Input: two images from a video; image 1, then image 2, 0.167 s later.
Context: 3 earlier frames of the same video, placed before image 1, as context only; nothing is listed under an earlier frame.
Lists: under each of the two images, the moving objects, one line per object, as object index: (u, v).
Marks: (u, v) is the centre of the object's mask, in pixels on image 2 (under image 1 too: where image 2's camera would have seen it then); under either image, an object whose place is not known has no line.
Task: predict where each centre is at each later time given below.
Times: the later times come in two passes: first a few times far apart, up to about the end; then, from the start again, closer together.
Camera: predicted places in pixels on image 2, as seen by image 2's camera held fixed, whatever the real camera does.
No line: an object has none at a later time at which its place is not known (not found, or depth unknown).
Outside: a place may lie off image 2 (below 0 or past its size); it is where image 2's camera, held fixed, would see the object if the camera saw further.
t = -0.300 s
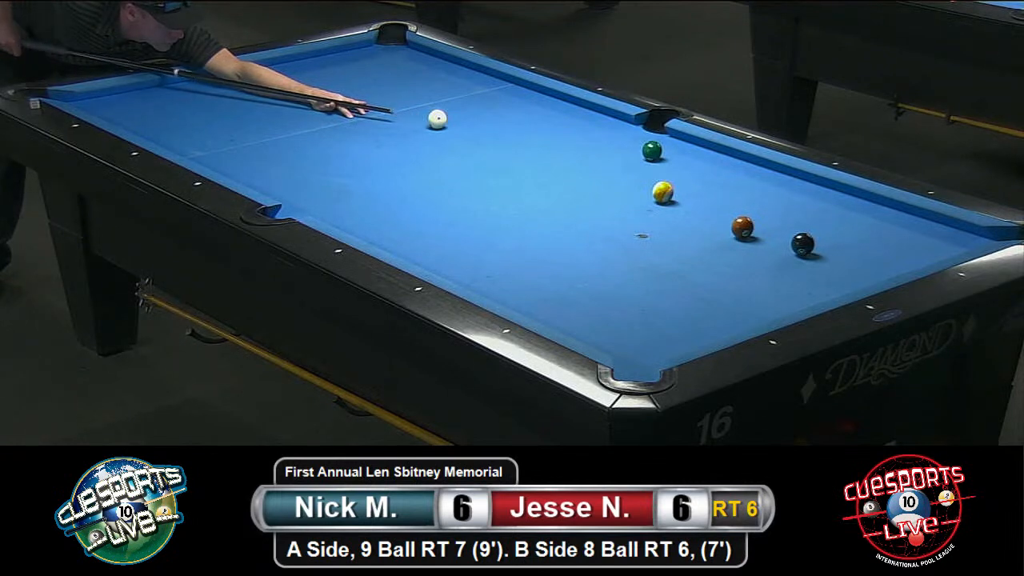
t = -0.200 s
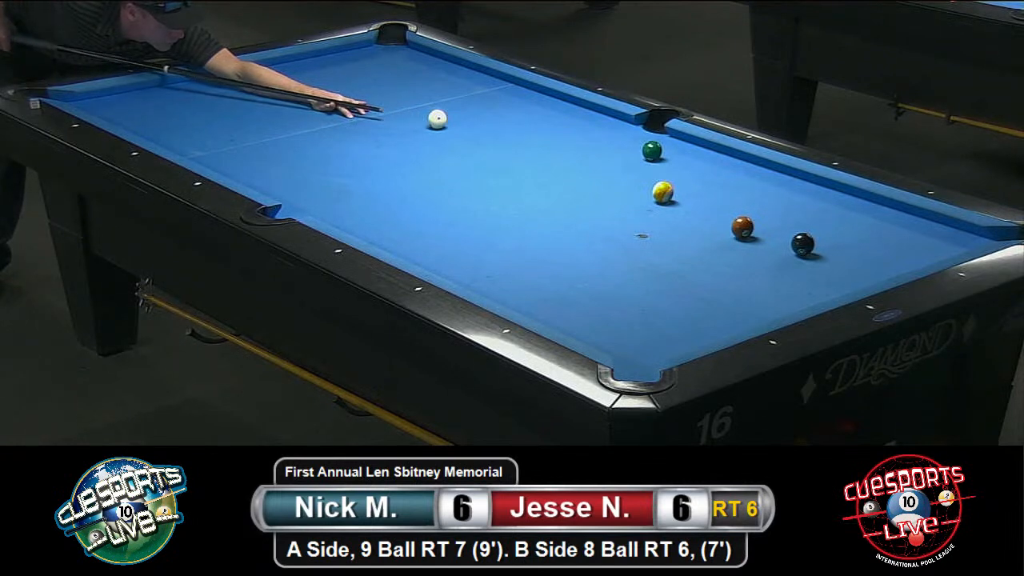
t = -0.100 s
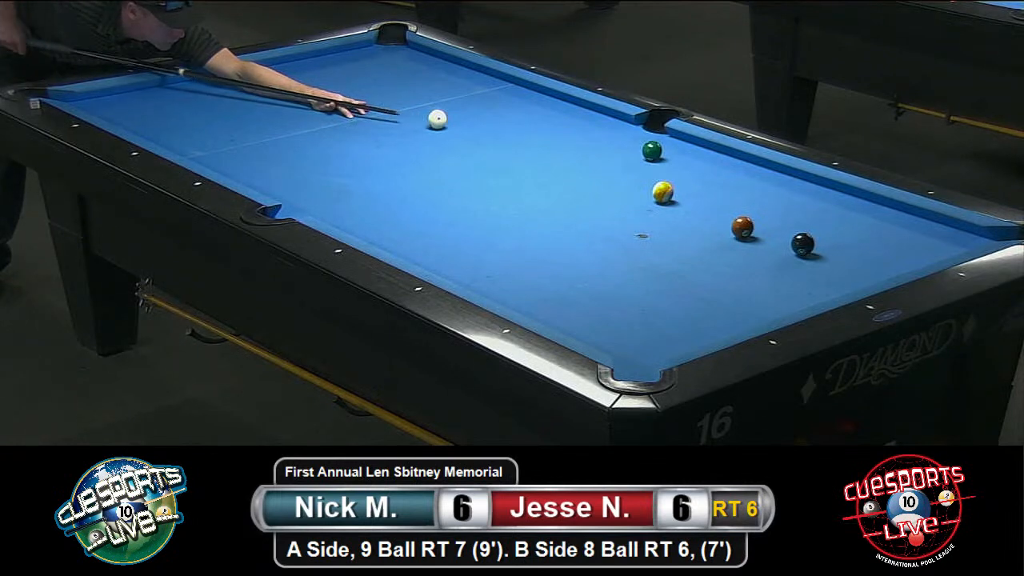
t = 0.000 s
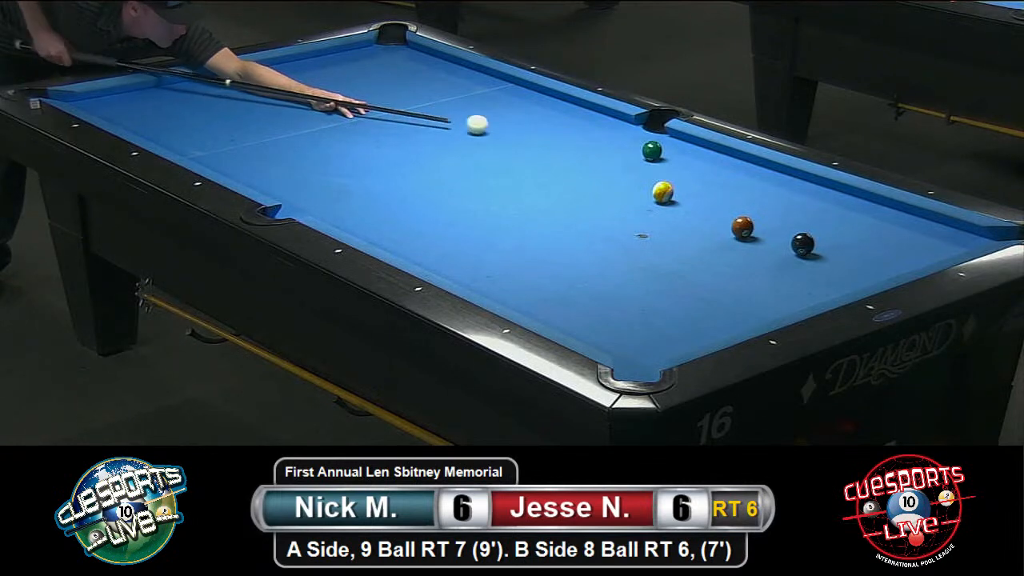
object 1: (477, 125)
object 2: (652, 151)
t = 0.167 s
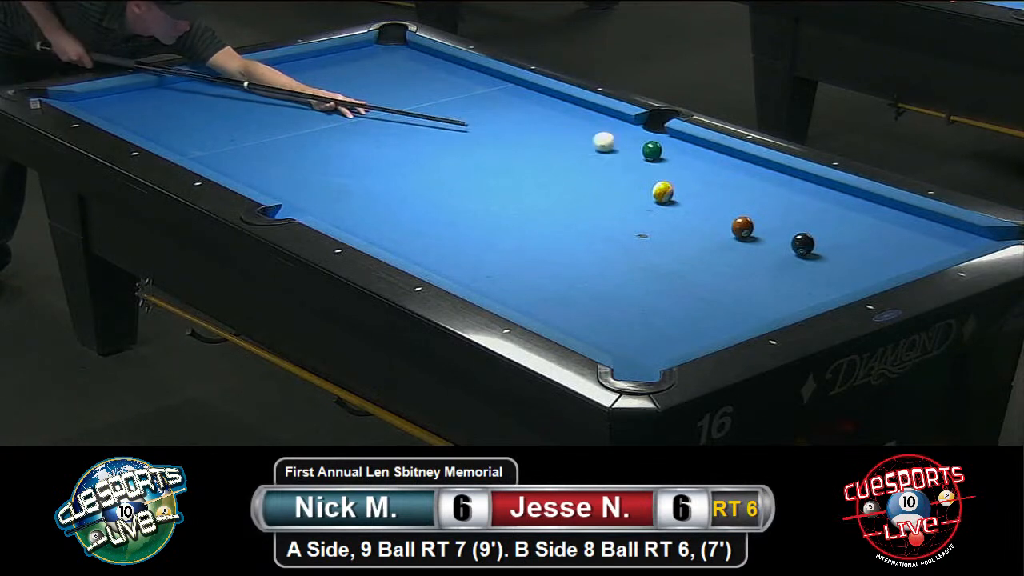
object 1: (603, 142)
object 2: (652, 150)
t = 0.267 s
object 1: (644, 144)
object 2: (678, 158)
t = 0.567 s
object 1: (676, 142)
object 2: (803, 191)
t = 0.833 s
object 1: (655, 149)
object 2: (909, 217)
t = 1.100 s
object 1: (633, 156)
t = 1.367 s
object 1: (614, 163)
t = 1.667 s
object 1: (593, 170)
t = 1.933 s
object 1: (576, 176)
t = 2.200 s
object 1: (560, 182)
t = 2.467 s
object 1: (545, 187)
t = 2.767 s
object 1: (529, 192)
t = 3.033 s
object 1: (516, 196)
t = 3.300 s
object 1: (505, 200)
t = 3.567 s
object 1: (495, 203)
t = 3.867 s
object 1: (485, 206)
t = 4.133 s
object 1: (479, 209)
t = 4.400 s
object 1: (474, 210)
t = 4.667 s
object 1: (470, 211)
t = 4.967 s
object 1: (466, 212)
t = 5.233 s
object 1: (465, 212)
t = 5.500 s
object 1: (465, 212)
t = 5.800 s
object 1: (465, 213)
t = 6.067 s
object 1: (465, 213)
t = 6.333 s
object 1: (465, 213)
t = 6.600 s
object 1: (465, 213)
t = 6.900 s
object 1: (465, 213)
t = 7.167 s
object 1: (465, 213)
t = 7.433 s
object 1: (465, 213)
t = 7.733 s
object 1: (465, 213)
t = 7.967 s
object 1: (465, 213)
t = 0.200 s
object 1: (626, 145)
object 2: (652, 151)
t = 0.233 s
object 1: (639, 145)
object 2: (662, 153)
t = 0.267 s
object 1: (644, 144)
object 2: (678, 158)
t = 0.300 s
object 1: (651, 143)
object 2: (694, 162)
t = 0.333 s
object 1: (657, 141)
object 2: (710, 166)
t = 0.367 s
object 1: (665, 140)
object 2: (725, 170)
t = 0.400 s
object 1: (672, 140)
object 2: (739, 174)
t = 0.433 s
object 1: (680, 139)
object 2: (752, 177)
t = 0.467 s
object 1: (684, 139)
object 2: (765, 181)
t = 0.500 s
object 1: (681, 140)
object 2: (778, 184)
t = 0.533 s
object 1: (678, 141)
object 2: (790, 188)
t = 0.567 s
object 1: (676, 142)
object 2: (803, 191)
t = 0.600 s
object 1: (673, 143)
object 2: (816, 194)
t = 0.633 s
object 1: (670, 144)
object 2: (829, 197)
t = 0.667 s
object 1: (667, 145)
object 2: (842, 201)
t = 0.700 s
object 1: (665, 146)
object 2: (855, 205)
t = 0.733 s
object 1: (662, 147)
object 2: (868, 208)
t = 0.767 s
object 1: (660, 147)
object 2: (882, 211)
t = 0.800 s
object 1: (657, 148)
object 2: (895, 214)
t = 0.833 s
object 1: (655, 149)
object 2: (909, 217)
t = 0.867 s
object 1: (652, 150)
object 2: (923, 222)
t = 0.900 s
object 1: (649, 151)
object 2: (937, 225)
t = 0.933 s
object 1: (646, 152)
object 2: (951, 228)
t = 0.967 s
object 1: (644, 153)
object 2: (966, 233)
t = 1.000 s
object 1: (641, 154)
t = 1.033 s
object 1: (639, 154)
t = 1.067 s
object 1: (636, 155)
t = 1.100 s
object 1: (633, 156)
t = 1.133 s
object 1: (631, 157)
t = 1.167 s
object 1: (629, 158)
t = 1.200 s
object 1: (626, 159)
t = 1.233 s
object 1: (624, 160)
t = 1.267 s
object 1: (621, 161)
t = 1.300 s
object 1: (619, 161)
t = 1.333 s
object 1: (616, 162)
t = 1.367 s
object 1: (614, 163)
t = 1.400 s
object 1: (612, 164)
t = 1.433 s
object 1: (609, 164)
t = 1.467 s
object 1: (607, 166)
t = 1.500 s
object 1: (605, 166)
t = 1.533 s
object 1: (602, 167)
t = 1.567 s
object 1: (600, 168)
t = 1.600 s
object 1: (598, 169)
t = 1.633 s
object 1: (596, 169)
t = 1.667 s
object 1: (593, 170)
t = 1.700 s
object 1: (591, 171)
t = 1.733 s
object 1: (589, 172)
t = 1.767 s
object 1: (587, 173)
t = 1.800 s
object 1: (585, 173)
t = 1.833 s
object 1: (582, 174)
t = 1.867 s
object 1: (580, 175)
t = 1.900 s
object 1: (578, 175)
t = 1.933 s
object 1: (576, 176)
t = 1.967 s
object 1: (574, 177)
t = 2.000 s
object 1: (572, 177)
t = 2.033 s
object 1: (570, 178)
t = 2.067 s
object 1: (568, 179)
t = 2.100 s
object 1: (566, 179)
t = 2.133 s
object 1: (564, 180)
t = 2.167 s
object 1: (562, 181)
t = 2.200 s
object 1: (560, 182)
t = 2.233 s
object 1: (558, 182)
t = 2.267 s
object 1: (556, 183)
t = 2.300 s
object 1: (554, 184)
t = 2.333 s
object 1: (552, 184)
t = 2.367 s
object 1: (550, 185)
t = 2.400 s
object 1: (549, 186)
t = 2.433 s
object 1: (547, 186)
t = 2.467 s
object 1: (545, 187)
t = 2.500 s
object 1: (543, 187)
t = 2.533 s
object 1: (541, 188)
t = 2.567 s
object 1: (539, 189)
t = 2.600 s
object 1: (537, 189)
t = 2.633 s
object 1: (536, 190)
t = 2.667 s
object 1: (534, 190)
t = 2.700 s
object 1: (532, 191)
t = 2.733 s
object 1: (530, 191)
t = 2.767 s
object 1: (529, 192)
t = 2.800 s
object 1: (527, 193)
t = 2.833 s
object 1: (526, 193)
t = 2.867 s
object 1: (524, 193)
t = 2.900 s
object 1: (522, 194)
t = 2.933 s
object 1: (521, 194)
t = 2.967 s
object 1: (519, 195)
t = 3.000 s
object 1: (518, 195)
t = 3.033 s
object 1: (516, 196)
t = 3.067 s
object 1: (515, 197)
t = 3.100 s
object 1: (513, 197)
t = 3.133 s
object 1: (512, 197)
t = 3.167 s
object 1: (511, 198)
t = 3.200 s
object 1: (509, 198)
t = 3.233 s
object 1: (508, 199)
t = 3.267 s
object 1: (507, 199)
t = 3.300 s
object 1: (505, 200)
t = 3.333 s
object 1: (504, 200)
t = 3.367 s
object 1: (502, 201)
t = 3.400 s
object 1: (501, 201)
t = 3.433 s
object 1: (500, 201)
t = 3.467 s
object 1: (499, 202)
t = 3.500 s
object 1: (497, 202)
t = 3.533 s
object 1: (496, 203)
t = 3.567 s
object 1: (495, 203)
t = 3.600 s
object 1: (494, 203)
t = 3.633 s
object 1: (493, 204)
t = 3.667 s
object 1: (492, 204)
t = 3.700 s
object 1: (491, 205)
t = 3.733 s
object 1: (490, 205)
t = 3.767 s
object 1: (488, 205)
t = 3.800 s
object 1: (487, 205)
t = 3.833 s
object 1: (486, 206)
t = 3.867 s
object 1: (485, 206)
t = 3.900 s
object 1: (485, 207)
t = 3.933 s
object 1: (484, 207)
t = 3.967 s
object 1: (483, 207)
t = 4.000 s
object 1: (482, 207)
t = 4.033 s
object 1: (481, 208)
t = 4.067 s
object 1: (481, 208)
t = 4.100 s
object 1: (480, 208)
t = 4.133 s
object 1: (479, 209)
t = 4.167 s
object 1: (478, 209)
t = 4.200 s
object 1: (478, 209)
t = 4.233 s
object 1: (477, 209)
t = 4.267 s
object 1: (476, 209)
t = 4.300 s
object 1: (476, 209)
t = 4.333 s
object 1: (475, 210)
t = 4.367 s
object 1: (475, 210)
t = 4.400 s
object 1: (474, 210)
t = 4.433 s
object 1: (473, 210)
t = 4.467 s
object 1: (473, 210)
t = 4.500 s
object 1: (472, 211)
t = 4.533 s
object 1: (472, 211)
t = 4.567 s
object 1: (471, 211)
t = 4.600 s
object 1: (471, 211)
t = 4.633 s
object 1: (470, 211)
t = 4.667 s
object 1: (470, 211)
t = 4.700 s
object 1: (469, 211)
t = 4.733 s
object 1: (469, 211)
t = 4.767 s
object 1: (468, 212)
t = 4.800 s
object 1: (468, 212)
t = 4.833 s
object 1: (468, 212)
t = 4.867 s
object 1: (467, 212)
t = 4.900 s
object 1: (467, 212)
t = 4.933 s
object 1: (467, 212)
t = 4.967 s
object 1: (466, 212)
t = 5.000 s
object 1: (466, 212)
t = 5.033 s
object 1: (466, 212)
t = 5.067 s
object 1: (466, 212)
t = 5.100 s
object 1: (465, 212)
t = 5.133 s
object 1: (465, 212)
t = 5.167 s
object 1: (465, 212)
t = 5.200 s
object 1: (465, 212)
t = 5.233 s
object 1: (465, 212)
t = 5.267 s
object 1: (465, 212)
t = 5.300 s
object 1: (465, 212)
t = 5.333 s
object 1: (465, 212)
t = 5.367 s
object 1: (465, 212)
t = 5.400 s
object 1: (465, 212)
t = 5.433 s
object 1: (465, 212)
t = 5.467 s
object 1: (465, 212)
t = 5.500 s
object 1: (465, 212)
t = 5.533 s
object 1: (465, 213)
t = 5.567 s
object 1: (465, 212)
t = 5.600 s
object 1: (465, 212)
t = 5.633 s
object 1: (465, 212)
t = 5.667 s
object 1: (465, 212)
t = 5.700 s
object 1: (465, 213)
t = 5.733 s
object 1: (465, 213)
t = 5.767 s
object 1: (465, 213)
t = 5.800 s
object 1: (465, 213)
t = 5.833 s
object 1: (465, 213)
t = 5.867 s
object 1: (465, 213)
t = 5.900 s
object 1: (465, 213)
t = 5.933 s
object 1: (465, 213)
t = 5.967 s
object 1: (465, 213)
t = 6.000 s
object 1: (465, 213)
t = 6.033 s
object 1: (465, 213)
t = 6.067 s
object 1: (465, 213)
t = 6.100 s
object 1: (465, 213)
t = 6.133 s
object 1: (465, 213)
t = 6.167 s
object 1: (465, 213)
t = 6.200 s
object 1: (465, 213)
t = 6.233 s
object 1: (465, 213)
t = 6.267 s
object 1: (465, 213)
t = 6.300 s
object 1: (465, 213)
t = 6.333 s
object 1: (465, 213)
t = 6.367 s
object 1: (465, 213)
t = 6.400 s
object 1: (465, 213)
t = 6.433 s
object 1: (465, 213)
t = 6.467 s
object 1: (465, 213)
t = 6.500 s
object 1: (465, 213)
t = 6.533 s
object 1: (465, 213)
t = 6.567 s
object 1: (465, 213)
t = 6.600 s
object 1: (465, 213)
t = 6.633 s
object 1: (465, 213)
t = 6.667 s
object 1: (465, 213)
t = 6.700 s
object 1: (465, 213)
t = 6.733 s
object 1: (465, 213)
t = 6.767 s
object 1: (465, 213)
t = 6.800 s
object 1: (465, 213)
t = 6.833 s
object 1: (465, 213)
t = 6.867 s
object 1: (465, 213)
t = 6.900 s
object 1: (465, 213)
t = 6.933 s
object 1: (465, 213)
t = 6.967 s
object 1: (465, 213)
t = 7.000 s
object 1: (465, 213)
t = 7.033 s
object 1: (465, 213)
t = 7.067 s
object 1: (465, 213)
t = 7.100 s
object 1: (465, 213)
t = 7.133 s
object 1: (465, 213)
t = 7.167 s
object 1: (465, 213)
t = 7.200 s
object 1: (465, 213)
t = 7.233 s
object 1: (465, 213)
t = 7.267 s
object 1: (465, 213)
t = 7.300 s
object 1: (465, 213)
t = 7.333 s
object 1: (465, 212)
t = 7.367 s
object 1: (465, 213)
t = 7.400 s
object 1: (465, 213)
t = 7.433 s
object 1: (465, 213)
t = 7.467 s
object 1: (465, 213)
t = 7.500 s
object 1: (465, 213)
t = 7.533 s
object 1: (465, 213)
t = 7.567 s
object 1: (465, 213)
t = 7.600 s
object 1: (465, 213)
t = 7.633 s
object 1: (465, 213)
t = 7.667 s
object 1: (465, 213)
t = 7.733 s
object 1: (465, 213)
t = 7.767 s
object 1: (465, 213)
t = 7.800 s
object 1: (465, 213)
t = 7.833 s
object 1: (465, 213)
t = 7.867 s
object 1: (465, 213)
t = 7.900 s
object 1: (465, 213)
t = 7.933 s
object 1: (465, 213)
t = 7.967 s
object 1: (465, 213)
